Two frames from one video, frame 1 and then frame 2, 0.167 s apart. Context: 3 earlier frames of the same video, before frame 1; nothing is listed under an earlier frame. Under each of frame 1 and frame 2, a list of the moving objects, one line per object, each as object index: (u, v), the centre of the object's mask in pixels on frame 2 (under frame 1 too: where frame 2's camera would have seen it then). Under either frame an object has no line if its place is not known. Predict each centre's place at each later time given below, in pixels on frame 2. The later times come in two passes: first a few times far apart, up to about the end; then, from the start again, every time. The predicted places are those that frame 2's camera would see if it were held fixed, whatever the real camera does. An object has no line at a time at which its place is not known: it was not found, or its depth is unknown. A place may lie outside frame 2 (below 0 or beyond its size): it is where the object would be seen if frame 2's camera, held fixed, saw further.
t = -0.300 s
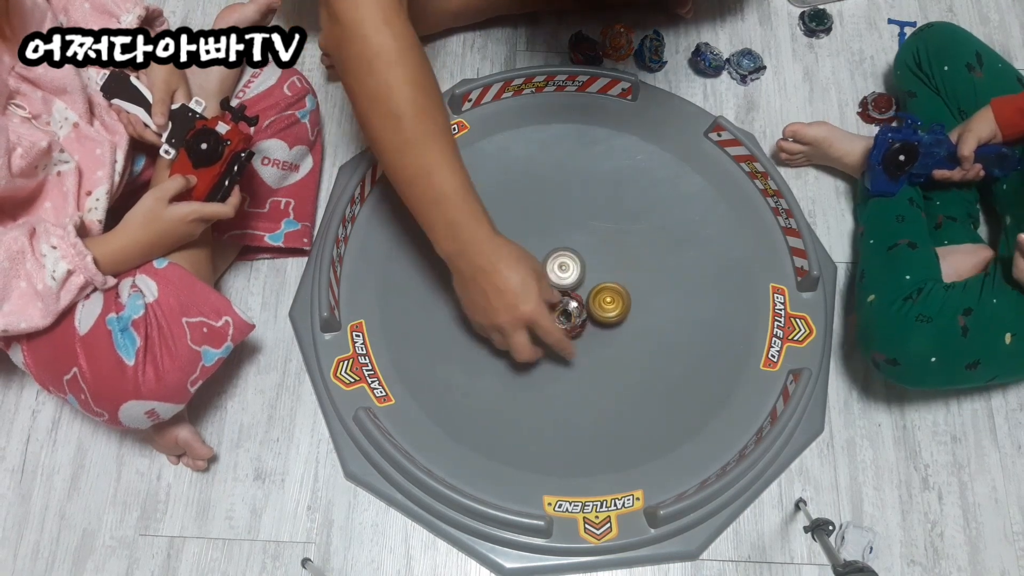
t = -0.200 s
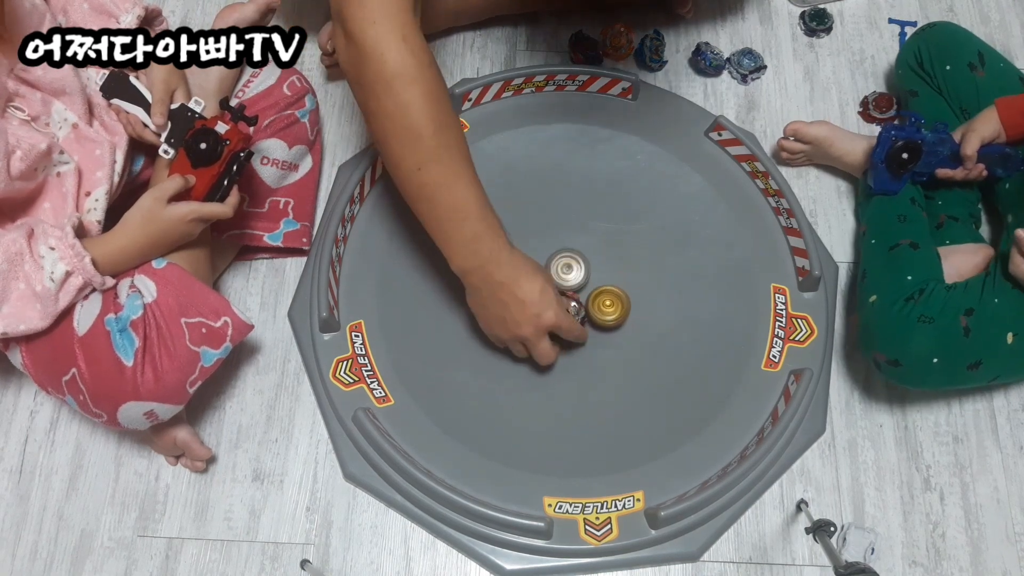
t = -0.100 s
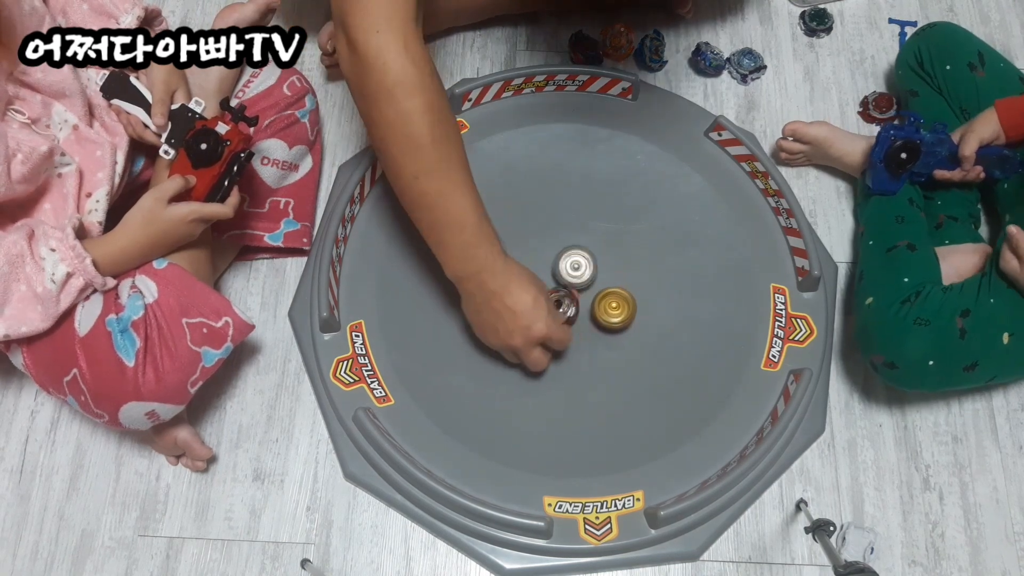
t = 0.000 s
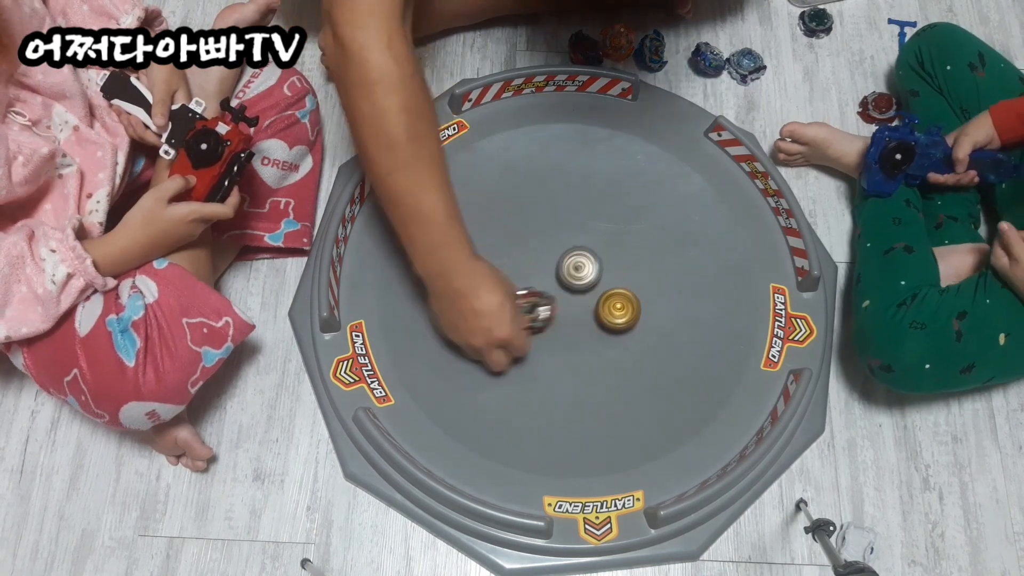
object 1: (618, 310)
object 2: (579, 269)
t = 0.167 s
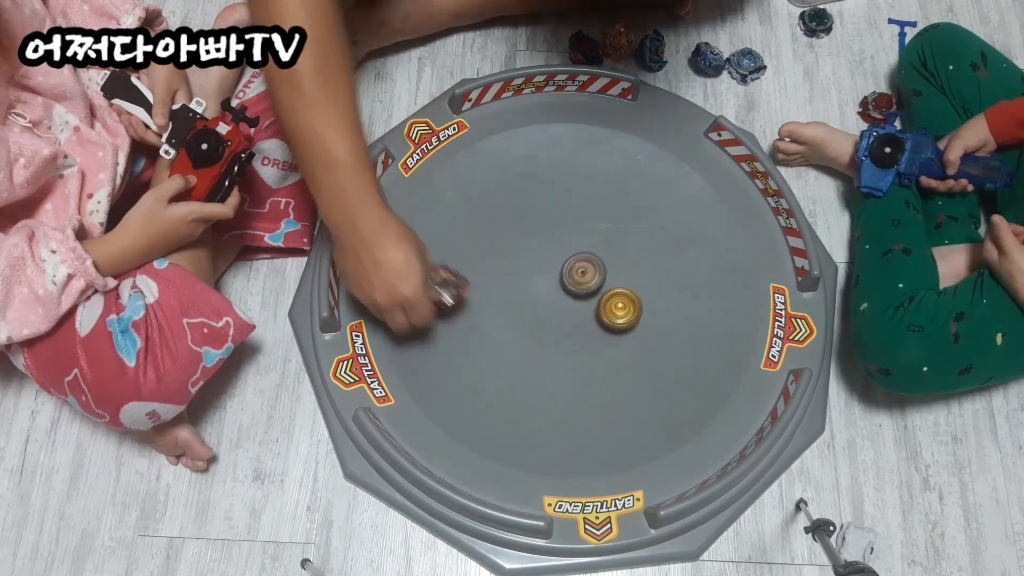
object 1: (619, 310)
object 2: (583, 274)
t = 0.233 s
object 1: (619, 309)
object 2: (583, 276)
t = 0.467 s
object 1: (617, 308)
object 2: (578, 281)
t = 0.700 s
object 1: (612, 304)
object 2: (567, 281)
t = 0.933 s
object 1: (607, 299)
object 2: (561, 271)
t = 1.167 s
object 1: (596, 294)
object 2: (563, 263)
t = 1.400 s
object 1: (593, 305)
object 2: (571, 264)
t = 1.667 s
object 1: (583, 315)
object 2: (575, 271)
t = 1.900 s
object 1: (570, 323)
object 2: (571, 276)
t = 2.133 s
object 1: (557, 321)
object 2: (566, 276)
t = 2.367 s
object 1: (548, 314)
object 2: (566, 270)
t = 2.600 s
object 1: (548, 306)
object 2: (571, 268)
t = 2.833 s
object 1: (543, 301)
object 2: (579, 273)
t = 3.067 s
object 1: (529, 291)
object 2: (583, 294)
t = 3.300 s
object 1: (525, 277)
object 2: (564, 301)
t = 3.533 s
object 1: (534, 253)
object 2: (556, 297)
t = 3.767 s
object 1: (562, 239)
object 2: (553, 292)
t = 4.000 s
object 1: (584, 252)
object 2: (556, 294)
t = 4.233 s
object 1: (599, 275)
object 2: (546, 293)
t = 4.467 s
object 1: (610, 291)
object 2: (544, 281)
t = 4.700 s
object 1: (595, 302)
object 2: (561, 276)
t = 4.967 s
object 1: (581, 314)
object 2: (575, 270)
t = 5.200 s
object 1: (578, 310)
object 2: (571, 266)
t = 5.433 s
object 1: (587, 310)
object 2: (567, 267)
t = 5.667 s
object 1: (587, 308)
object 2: (563, 272)
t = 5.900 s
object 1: (588, 305)
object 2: (556, 263)
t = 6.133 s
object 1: (592, 298)
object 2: (557, 272)
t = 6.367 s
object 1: (590, 297)
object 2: (548, 276)
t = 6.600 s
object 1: (593, 297)
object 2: (553, 281)
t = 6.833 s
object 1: (600, 315)
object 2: (555, 265)
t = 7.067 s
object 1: (593, 336)
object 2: (564, 257)
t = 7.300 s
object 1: (566, 329)
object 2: (584, 261)
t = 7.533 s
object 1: (539, 324)
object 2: (597, 257)
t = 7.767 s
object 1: (541, 323)
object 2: (596, 259)
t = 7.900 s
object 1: (551, 322)
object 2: (590, 261)
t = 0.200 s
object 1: (619, 310)
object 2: (583, 275)
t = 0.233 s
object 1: (619, 309)
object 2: (583, 276)
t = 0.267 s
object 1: (619, 308)
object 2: (583, 277)
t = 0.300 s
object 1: (618, 308)
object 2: (582, 279)
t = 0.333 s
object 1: (618, 308)
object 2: (582, 278)
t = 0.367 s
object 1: (618, 308)
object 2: (581, 279)
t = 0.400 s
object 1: (618, 309)
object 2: (580, 280)
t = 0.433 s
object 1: (618, 308)
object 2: (579, 281)
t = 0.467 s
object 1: (617, 308)
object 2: (578, 281)
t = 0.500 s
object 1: (617, 307)
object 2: (576, 282)
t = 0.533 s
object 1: (616, 307)
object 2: (575, 282)
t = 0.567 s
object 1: (615, 306)
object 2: (574, 283)
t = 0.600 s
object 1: (614, 305)
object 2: (572, 283)
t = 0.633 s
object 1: (613, 304)
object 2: (571, 283)
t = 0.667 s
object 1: (611, 303)
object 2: (569, 282)
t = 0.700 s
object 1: (612, 304)
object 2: (567, 281)
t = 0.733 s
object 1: (612, 303)
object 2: (566, 279)
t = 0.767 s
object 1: (611, 303)
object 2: (565, 278)
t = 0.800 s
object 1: (610, 303)
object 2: (564, 276)
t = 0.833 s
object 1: (610, 302)
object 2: (563, 275)
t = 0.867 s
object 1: (609, 301)
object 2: (562, 274)
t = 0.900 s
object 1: (608, 300)
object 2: (562, 273)
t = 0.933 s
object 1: (607, 299)
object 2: (561, 271)
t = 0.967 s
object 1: (605, 298)
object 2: (561, 270)
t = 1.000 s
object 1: (603, 296)
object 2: (561, 269)
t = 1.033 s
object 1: (601, 294)
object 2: (561, 268)
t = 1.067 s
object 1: (598, 293)
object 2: (561, 267)
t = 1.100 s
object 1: (597, 293)
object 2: (561, 265)
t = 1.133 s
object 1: (596, 293)
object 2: (562, 264)
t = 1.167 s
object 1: (596, 294)
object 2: (563, 263)
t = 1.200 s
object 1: (596, 296)
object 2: (563, 263)
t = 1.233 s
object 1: (596, 298)
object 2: (565, 262)
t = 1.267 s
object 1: (596, 299)
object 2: (566, 262)
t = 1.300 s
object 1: (595, 301)
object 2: (567, 263)
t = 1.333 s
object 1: (595, 302)
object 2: (569, 263)
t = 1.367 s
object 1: (594, 304)
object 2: (570, 263)
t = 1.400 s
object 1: (593, 305)
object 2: (571, 264)
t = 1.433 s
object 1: (592, 306)
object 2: (572, 264)
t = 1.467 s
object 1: (591, 307)
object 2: (573, 265)
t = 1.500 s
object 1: (590, 307)
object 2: (574, 267)
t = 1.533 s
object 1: (588, 308)
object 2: (574, 267)
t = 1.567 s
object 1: (587, 310)
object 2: (575, 268)
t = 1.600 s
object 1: (586, 312)
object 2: (576, 269)
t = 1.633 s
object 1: (584, 314)
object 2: (575, 270)
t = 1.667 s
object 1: (583, 315)
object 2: (575, 271)
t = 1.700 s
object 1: (581, 316)
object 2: (575, 272)
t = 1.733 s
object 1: (579, 317)
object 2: (574, 273)
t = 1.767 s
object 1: (578, 318)
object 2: (574, 274)
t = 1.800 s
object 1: (576, 319)
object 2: (573, 274)
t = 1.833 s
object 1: (574, 320)
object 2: (573, 275)
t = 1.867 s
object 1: (572, 322)
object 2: (572, 276)
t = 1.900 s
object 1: (570, 323)
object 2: (571, 276)
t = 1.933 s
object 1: (568, 323)
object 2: (571, 276)
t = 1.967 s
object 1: (566, 324)
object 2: (570, 277)
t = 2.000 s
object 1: (563, 323)
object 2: (569, 276)
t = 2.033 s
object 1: (561, 323)
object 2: (568, 276)
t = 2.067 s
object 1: (560, 323)
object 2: (567, 276)
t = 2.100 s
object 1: (558, 322)
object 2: (566, 276)
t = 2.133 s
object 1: (557, 321)
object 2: (566, 276)
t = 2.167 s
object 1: (556, 319)
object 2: (566, 275)
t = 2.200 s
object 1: (555, 317)
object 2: (565, 275)
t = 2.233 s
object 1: (553, 316)
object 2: (565, 273)
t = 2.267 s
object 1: (553, 315)
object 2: (565, 273)
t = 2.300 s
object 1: (551, 314)
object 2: (565, 272)
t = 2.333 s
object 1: (549, 315)
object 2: (566, 271)
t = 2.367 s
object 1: (548, 314)
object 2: (566, 270)
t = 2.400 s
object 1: (547, 314)
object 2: (567, 270)
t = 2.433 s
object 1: (547, 313)
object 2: (568, 269)
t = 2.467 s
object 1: (547, 312)
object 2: (568, 269)
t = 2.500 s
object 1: (547, 311)
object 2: (569, 268)
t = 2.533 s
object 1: (547, 309)
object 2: (569, 268)
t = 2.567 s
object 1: (547, 308)
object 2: (570, 268)
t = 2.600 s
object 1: (548, 306)
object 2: (571, 268)
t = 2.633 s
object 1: (549, 304)
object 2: (572, 268)
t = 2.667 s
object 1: (550, 302)
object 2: (573, 268)
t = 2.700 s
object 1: (547, 302)
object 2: (576, 267)
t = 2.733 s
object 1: (546, 302)
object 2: (579, 268)
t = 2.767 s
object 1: (544, 302)
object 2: (579, 270)
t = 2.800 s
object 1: (544, 302)
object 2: (579, 271)
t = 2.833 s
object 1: (543, 301)
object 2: (579, 273)
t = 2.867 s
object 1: (542, 300)
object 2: (579, 275)
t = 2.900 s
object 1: (542, 299)
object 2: (579, 277)
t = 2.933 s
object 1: (540, 298)
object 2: (580, 279)
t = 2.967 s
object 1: (535, 296)
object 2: (584, 285)
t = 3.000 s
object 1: (533, 294)
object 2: (586, 289)
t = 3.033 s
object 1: (531, 293)
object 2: (585, 293)
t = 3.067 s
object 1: (529, 291)
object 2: (583, 294)
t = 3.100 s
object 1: (527, 289)
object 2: (581, 296)
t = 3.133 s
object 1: (526, 287)
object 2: (578, 299)
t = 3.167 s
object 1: (525, 285)
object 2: (575, 300)
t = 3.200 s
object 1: (525, 283)
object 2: (573, 302)
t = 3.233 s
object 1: (524, 281)
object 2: (570, 300)
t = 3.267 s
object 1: (525, 279)
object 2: (567, 302)
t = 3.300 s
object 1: (525, 277)
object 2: (564, 301)
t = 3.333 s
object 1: (526, 272)
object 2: (562, 303)
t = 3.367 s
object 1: (526, 268)
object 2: (560, 305)
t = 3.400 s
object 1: (527, 264)
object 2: (558, 304)
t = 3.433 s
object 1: (528, 261)
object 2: (557, 303)
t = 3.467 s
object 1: (529, 259)
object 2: (557, 301)
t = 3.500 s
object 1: (531, 256)
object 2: (556, 299)
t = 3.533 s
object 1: (534, 253)
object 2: (556, 297)
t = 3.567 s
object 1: (537, 252)
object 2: (555, 295)
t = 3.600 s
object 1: (539, 250)
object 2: (555, 292)
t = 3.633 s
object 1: (543, 248)
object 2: (556, 291)
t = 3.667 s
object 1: (548, 245)
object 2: (555, 293)
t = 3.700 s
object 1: (552, 241)
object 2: (553, 294)
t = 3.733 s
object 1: (557, 239)
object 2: (552, 294)
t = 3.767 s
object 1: (562, 239)
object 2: (553, 292)
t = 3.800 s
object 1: (566, 239)
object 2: (555, 292)
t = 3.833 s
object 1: (570, 240)
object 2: (555, 293)
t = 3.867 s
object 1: (573, 241)
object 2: (554, 294)
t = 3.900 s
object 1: (576, 243)
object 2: (553, 294)
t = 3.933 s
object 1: (580, 245)
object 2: (553, 293)
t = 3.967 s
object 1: (582, 248)
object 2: (555, 292)
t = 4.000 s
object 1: (584, 252)
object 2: (556, 294)
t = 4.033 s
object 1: (585, 255)
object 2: (555, 294)
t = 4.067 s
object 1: (586, 259)
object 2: (554, 294)
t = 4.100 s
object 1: (586, 262)
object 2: (554, 292)
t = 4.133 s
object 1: (588, 265)
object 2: (553, 294)
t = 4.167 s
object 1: (590, 268)
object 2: (552, 293)
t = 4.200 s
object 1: (591, 272)
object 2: (552, 292)
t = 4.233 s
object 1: (599, 275)
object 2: (546, 293)
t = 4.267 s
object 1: (606, 278)
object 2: (540, 292)
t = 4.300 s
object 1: (610, 281)
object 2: (537, 290)
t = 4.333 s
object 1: (611, 284)
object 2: (539, 287)
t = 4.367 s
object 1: (610, 286)
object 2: (540, 285)
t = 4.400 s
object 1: (610, 287)
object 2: (540, 284)
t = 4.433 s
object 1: (610, 289)
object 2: (542, 282)
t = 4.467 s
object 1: (610, 291)
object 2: (544, 281)
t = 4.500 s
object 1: (608, 293)
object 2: (545, 279)
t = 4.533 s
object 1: (605, 294)
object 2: (548, 278)
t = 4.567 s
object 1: (602, 294)
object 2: (551, 278)
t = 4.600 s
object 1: (600, 295)
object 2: (554, 278)
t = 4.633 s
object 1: (598, 295)
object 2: (558, 278)
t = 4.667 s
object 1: (597, 297)
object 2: (559, 278)
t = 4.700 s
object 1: (595, 302)
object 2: (561, 276)
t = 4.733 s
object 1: (592, 305)
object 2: (563, 274)
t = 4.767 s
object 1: (589, 307)
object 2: (565, 272)
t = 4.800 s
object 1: (587, 308)
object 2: (568, 270)
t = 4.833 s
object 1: (586, 309)
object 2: (570, 270)
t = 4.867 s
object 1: (584, 310)
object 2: (573, 271)
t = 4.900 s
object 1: (584, 314)
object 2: (574, 269)
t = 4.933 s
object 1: (583, 314)
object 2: (576, 268)
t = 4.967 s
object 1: (581, 314)
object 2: (575, 270)
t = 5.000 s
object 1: (579, 312)
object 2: (575, 269)
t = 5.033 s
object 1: (580, 311)
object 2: (573, 269)
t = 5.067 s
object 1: (580, 309)
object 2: (572, 267)
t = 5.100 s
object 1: (580, 309)
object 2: (571, 270)
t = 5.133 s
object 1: (580, 311)
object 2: (570, 269)
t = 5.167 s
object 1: (580, 311)
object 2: (570, 268)
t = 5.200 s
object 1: (578, 310)
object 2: (571, 266)
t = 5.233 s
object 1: (579, 308)
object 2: (569, 266)
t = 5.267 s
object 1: (580, 307)
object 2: (568, 265)
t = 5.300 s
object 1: (582, 306)
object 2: (568, 264)
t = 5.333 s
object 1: (585, 306)
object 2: (568, 264)
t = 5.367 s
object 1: (586, 307)
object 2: (568, 265)
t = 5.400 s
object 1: (587, 310)
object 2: (567, 266)
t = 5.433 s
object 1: (587, 310)
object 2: (567, 267)
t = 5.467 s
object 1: (587, 311)
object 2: (567, 267)
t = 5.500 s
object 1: (586, 310)
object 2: (568, 268)
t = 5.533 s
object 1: (587, 309)
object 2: (567, 269)
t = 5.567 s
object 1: (588, 309)
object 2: (566, 269)
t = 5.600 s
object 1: (587, 310)
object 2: (564, 272)
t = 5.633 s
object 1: (588, 310)
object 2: (563, 271)
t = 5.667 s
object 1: (587, 308)
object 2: (563, 272)
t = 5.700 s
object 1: (586, 309)
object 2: (560, 271)
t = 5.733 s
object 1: (585, 309)
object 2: (559, 270)
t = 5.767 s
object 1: (585, 307)
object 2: (559, 268)
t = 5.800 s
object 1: (585, 306)
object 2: (559, 266)
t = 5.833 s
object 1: (587, 305)
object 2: (558, 266)
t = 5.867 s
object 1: (588, 305)
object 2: (557, 264)
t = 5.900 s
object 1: (588, 305)
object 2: (556, 263)
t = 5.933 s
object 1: (587, 305)
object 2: (556, 262)
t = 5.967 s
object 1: (587, 304)
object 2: (557, 263)
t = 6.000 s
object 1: (587, 302)
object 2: (558, 264)
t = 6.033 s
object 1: (589, 300)
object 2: (558, 267)
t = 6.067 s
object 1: (590, 298)
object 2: (557, 268)
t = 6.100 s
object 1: (590, 298)
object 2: (556, 269)
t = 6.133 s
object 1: (592, 298)
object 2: (557, 272)
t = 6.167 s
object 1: (592, 298)
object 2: (557, 272)
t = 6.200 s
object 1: (592, 298)
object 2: (557, 272)
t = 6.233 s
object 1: (592, 299)
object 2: (555, 276)
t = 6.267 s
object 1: (591, 300)
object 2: (552, 275)
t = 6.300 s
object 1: (590, 299)
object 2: (551, 276)
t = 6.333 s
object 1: (589, 298)
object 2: (549, 276)
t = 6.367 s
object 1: (590, 297)
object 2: (548, 276)
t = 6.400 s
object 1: (591, 295)
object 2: (549, 275)
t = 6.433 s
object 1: (592, 295)
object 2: (549, 277)
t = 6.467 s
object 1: (594, 296)
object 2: (550, 277)
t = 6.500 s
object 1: (594, 296)
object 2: (551, 278)
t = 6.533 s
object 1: (594, 297)
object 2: (551, 280)
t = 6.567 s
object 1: (593, 297)
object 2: (552, 281)
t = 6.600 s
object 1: (593, 297)
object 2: (553, 281)
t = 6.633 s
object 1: (595, 300)
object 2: (553, 279)
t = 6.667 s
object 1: (594, 301)
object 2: (554, 279)
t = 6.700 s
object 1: (594, 300)
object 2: (555, 278)
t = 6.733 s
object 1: (594, 301)
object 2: (558, 277)
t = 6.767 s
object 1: (595, 304)
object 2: (558, 275)
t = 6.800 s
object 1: (597, 311)
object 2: (556, 271)
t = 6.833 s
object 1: (600, 315)
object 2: (555, 265)
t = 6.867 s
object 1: (601, 320)
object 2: (556, 264)
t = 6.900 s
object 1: (601, 324)
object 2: (557, 262)
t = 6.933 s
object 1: (601, 327)
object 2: (558, 261)
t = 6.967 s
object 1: (599, 330)
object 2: (559, 259)
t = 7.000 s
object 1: (598, 332)
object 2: (561, 258)
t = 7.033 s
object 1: (596, 334)
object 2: (563, 257)
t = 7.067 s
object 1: (593, 336)
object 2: (564, 257)
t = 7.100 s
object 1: (590, 336)
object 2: (567, 257)
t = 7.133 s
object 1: (587, 336)
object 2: (569, 257)
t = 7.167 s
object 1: (584, 335)
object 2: (571, 257)
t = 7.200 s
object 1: (580, 334)
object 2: (574, 258)
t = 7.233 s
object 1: (575, 332)
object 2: (577, 259)
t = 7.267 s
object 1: (570, 330)
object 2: (580, 260)
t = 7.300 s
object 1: (566, 329)
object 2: (584, 261)
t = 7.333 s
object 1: (562, 327)
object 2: (586, 261)
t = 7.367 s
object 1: (558, 326)
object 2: (589, 261)
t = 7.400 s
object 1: (554, 324)
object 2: (592, 260)
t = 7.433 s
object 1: (550, 323)
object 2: (594, 260)
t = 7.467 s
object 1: (546, 323)
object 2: (595, 259)
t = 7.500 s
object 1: (542, 323)
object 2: (597, 258)
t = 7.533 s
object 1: (539, 324)
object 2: (597, 257)
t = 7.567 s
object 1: (537, 325)
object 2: (598, 256)
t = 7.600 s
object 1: (536, 327)
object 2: (598, 256)
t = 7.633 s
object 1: (536, 327)
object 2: (598, 256)
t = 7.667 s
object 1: (536, 326)
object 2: (598, 256)
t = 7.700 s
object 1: (537, 325)
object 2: (598, 257)
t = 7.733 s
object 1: (539, 324)
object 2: (597, 258)
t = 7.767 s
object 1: (541, 323)
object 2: (596, 259)
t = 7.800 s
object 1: (543, 323)
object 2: (595, 259)
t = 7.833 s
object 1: (546, 322)
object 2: (593, 260)
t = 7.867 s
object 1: (548, 322)
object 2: (591, 261)
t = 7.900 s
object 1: (551, 322)
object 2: (590, 261)
